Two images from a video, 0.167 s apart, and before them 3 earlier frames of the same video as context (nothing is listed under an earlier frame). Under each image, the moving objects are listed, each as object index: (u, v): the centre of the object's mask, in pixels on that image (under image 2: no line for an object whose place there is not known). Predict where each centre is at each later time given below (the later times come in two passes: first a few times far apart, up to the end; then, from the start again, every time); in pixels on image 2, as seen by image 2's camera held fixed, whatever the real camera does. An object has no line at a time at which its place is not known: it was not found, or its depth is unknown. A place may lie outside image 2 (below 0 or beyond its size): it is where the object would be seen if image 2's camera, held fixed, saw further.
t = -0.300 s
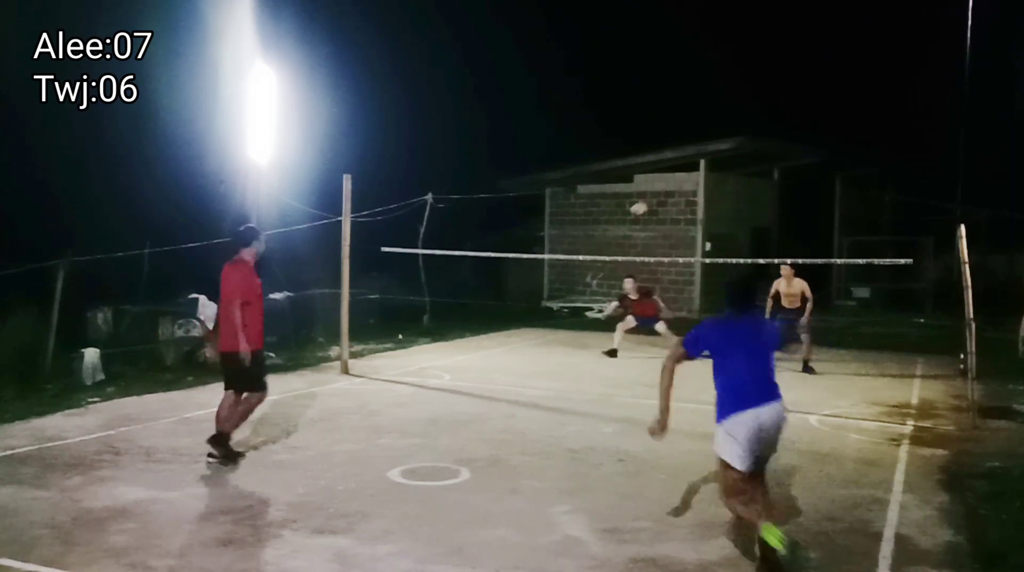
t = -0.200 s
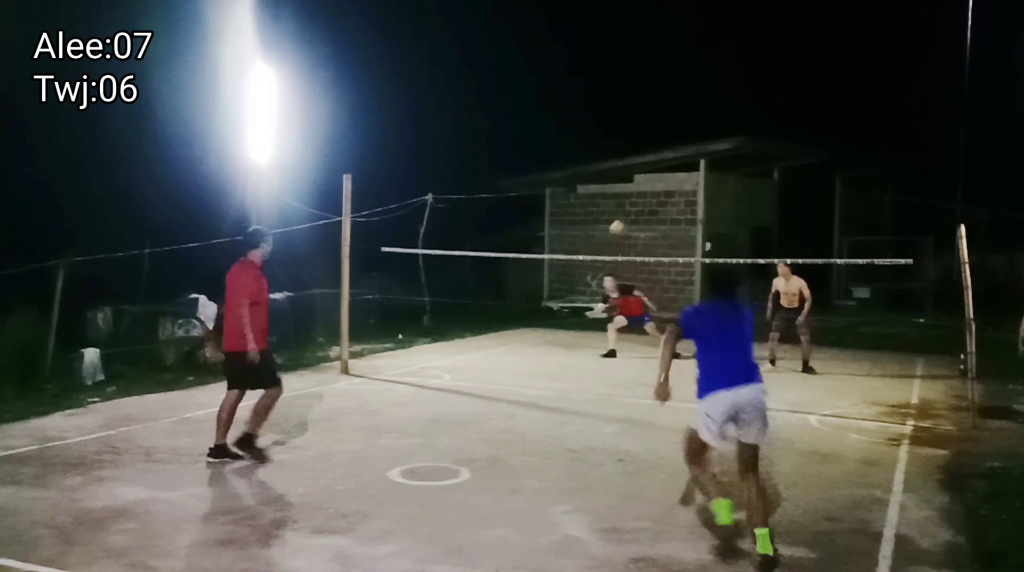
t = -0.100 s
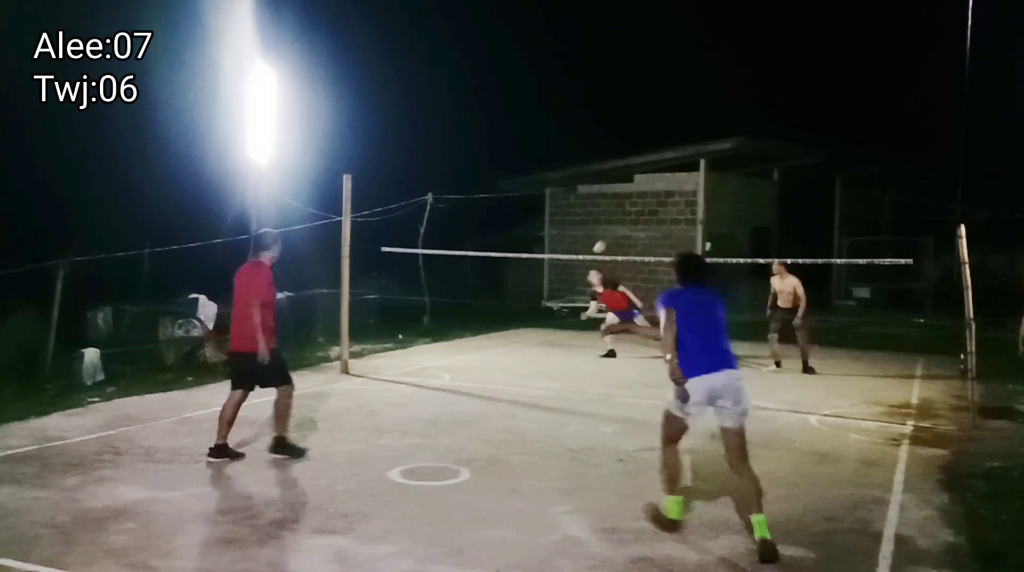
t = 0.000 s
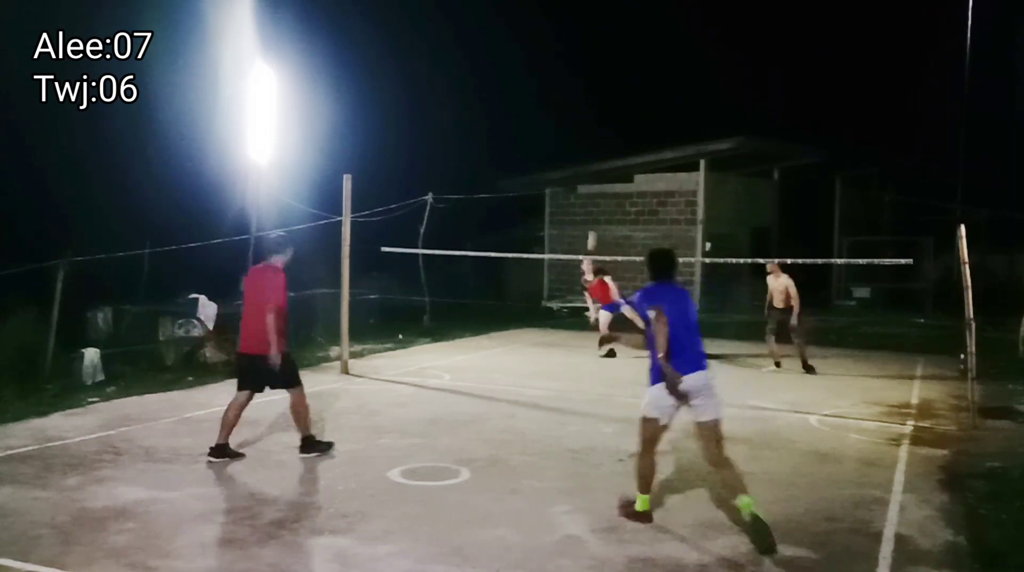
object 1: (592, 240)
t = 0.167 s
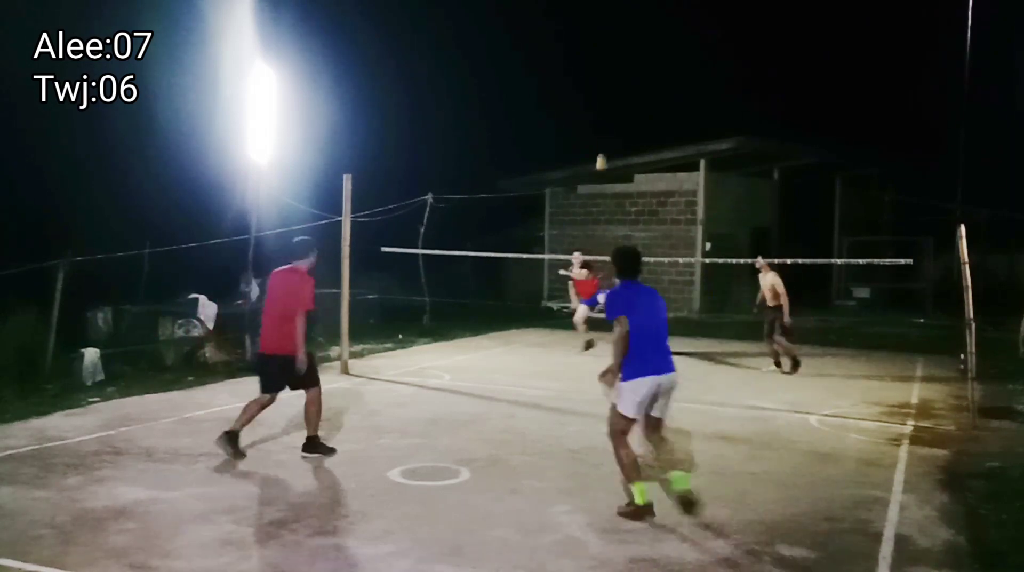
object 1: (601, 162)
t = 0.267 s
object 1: (607, 122)
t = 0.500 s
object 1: (620, 51)
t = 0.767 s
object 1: (635, 17)
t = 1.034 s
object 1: (649, 42)
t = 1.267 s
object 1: (662, 122)
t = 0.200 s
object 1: (603, 149)
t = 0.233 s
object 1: (604, 135)
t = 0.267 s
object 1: (607, 122)
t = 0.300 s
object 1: (608, 110)
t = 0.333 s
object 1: (610, 98)
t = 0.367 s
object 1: (612, 87)
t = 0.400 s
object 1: (614, 77)
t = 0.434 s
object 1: (616, 68)
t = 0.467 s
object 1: (618, 59)
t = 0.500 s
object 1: (620, 51)
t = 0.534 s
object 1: (621, 44)
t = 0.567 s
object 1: (623, 37)
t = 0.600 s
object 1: (625, 32)
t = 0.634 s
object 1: (627, 27)
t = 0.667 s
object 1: (629, 23)
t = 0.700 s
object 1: (631, 20)
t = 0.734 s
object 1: (633, 18)
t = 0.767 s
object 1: (635, 17)
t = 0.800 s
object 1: (637, 16)
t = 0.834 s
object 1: (638, 17)
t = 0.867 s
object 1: (640, 19)
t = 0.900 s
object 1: (642, 21)
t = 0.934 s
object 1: (644, 25)
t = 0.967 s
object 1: (646, 30)
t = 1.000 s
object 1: (648, 35)
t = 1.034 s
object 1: (649, 42)
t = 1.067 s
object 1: (651, 50)
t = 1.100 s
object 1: (653, 59)
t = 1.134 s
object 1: (655, 69)
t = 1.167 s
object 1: (657, 81)
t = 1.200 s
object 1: (658, 94)
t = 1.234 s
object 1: (660, 107)
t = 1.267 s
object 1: (662, 122)
